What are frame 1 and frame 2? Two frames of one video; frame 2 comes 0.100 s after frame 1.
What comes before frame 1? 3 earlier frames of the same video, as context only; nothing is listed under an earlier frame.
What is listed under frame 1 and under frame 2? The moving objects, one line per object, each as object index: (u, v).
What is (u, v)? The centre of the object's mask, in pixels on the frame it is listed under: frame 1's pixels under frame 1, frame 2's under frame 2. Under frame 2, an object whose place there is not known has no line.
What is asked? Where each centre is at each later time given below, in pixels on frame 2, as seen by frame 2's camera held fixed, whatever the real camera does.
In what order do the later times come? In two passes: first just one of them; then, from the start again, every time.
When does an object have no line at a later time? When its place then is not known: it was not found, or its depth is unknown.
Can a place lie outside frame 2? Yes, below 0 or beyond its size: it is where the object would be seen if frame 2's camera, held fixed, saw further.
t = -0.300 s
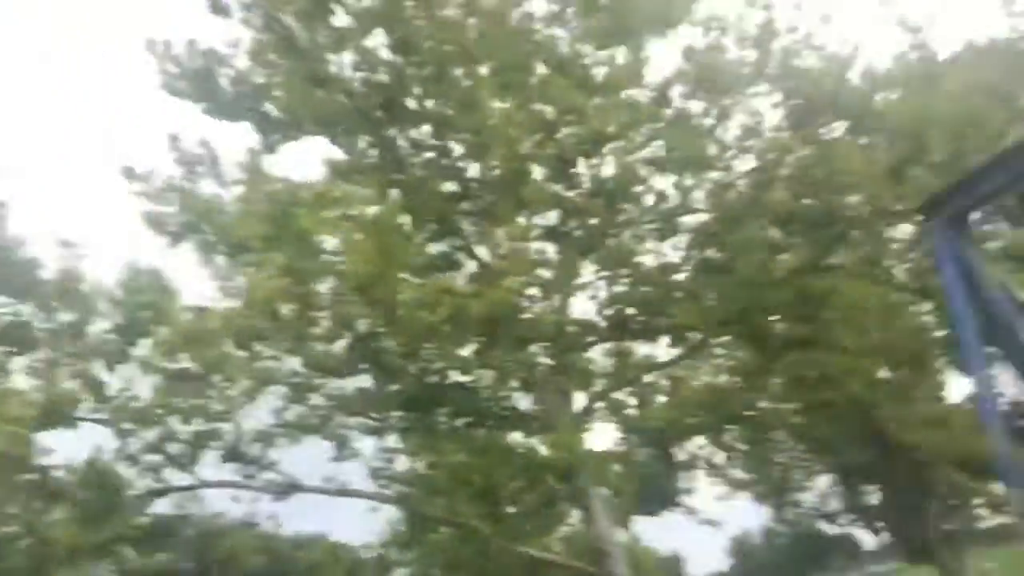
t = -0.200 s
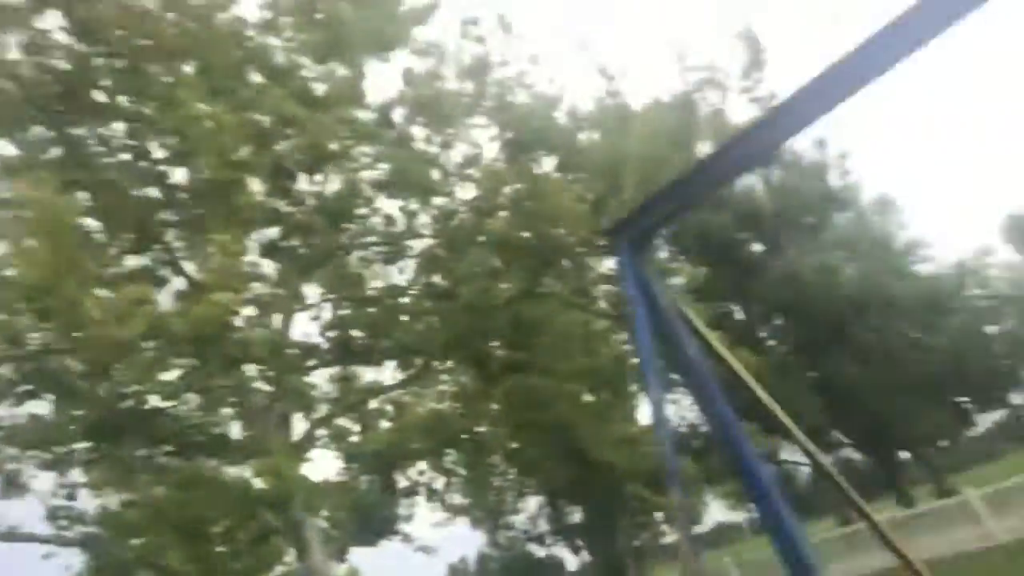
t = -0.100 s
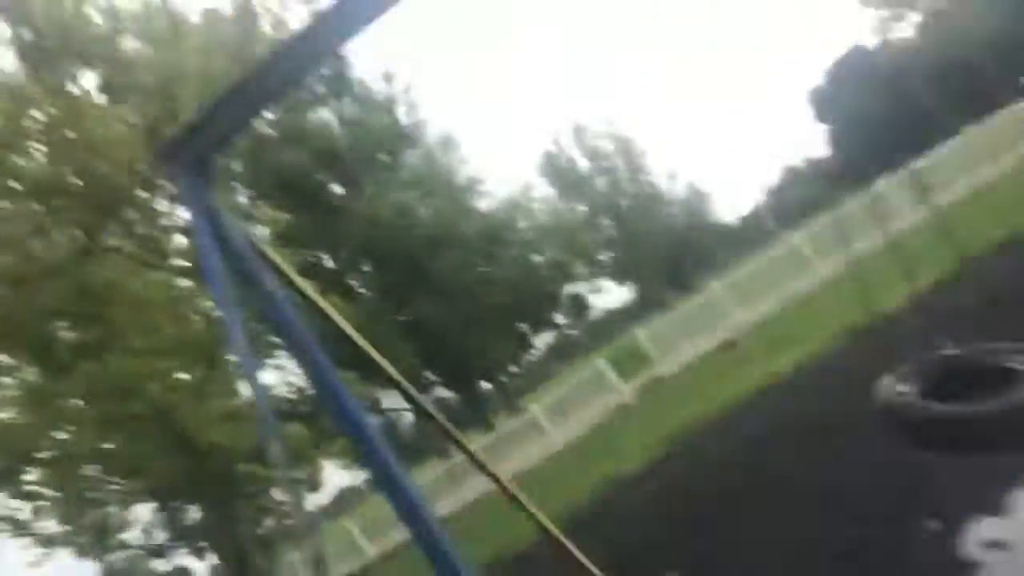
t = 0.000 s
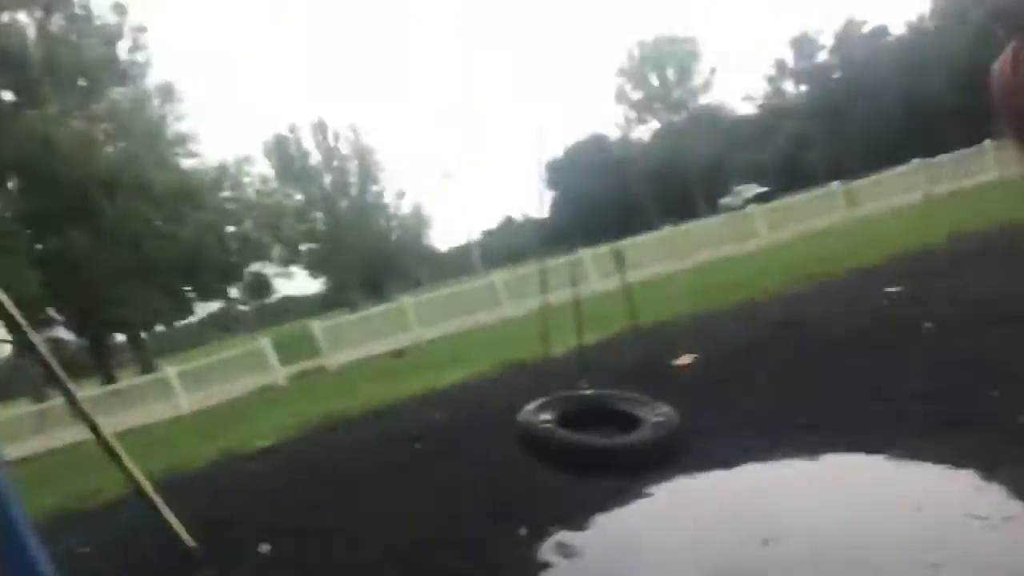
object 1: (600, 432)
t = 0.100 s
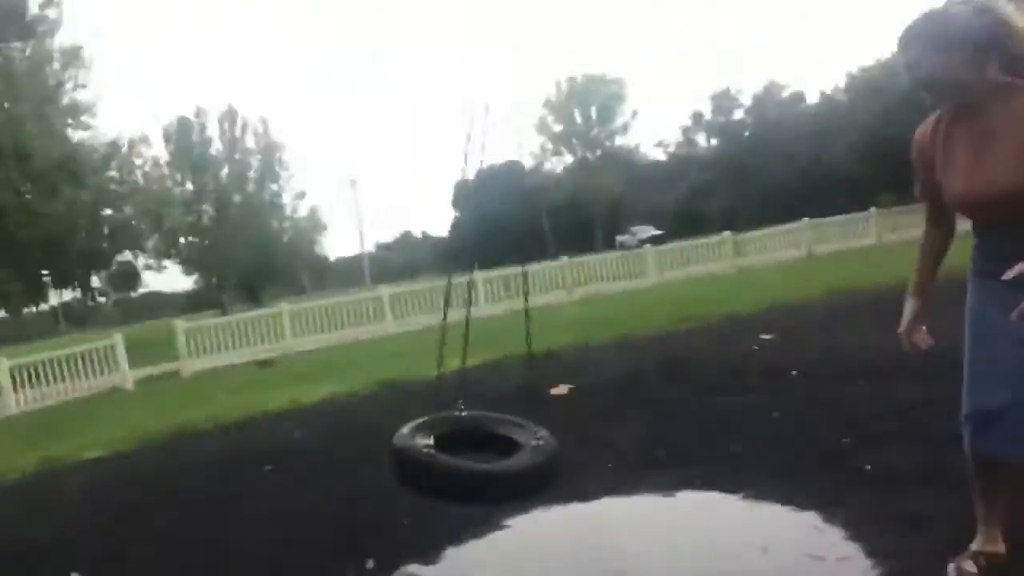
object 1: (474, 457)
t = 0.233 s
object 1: (496, 454)
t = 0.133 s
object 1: (480, 455)
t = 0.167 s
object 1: (483, 455)
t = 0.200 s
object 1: (488, 453)
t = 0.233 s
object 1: (496, 454)
